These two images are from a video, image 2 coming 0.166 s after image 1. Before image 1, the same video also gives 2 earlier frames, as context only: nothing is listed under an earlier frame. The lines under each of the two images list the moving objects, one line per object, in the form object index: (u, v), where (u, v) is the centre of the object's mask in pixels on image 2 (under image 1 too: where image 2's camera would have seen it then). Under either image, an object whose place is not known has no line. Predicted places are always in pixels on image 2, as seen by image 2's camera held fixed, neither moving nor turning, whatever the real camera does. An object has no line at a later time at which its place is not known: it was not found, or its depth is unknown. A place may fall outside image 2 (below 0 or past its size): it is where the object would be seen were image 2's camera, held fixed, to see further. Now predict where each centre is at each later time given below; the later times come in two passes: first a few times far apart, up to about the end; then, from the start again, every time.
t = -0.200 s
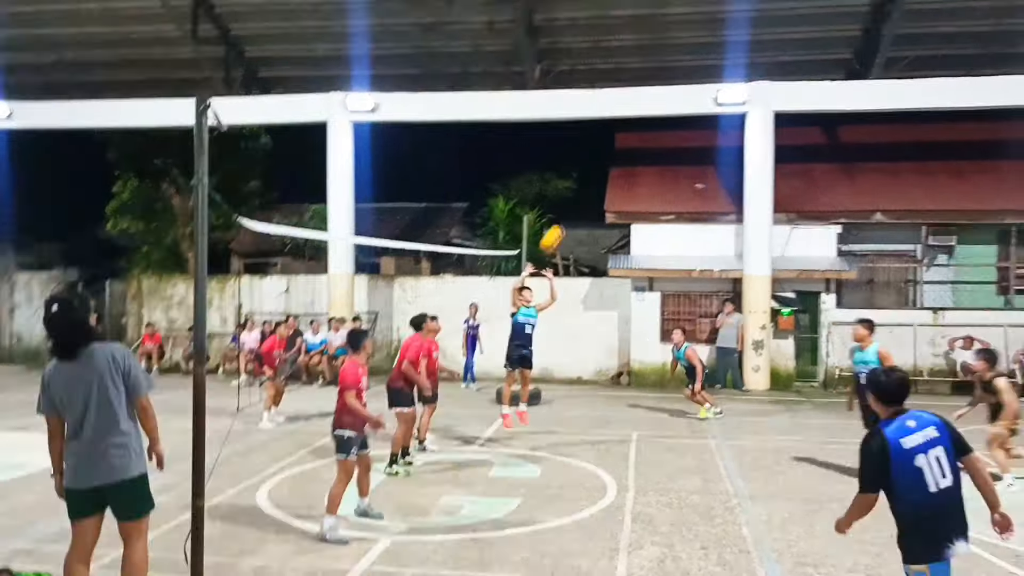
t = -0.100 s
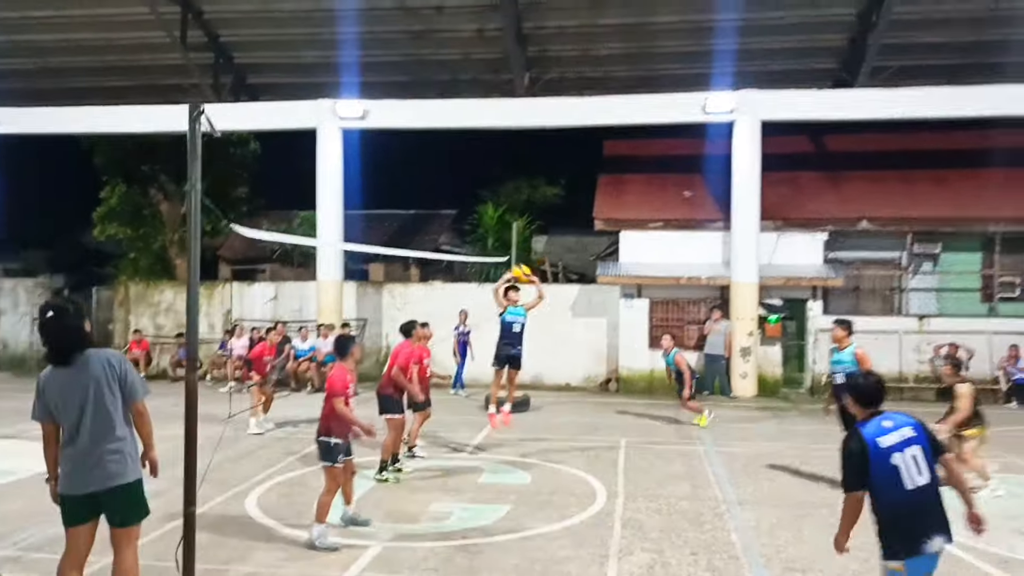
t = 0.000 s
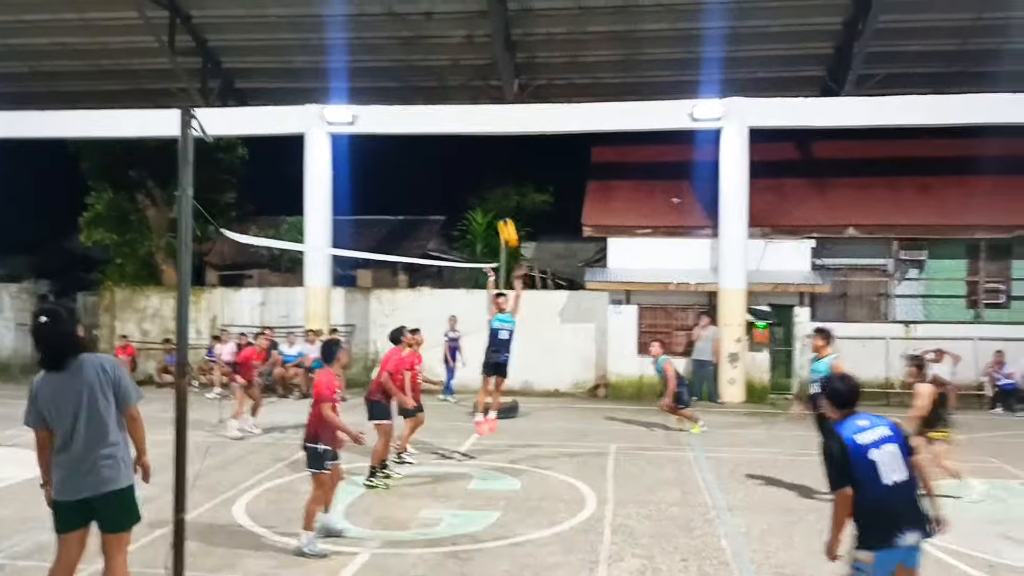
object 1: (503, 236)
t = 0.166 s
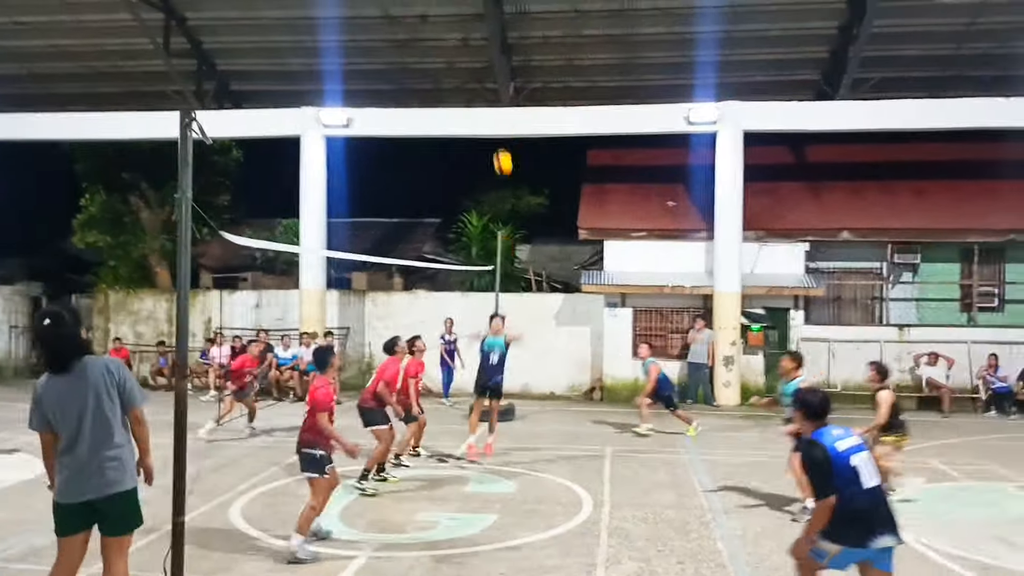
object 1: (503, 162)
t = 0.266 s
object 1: (501, 131)
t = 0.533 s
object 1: (499, 79)
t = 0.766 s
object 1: (497, 84)
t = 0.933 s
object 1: (496, 118)
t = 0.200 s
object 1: (502, 151)
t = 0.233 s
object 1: (501, 141)
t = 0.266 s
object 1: (501, 131)
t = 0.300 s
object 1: (502, 119)
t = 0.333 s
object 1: (503, 108)
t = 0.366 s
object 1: (502, 101)
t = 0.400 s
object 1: (501, 96)
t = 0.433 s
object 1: (501, 91)
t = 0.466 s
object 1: (501, 86)
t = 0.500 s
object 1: (500, 82)
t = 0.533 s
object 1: (499, 79)
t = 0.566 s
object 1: (499, 77)
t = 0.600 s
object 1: (498, 76)
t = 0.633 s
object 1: (498, 76)
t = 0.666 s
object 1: (498, 77)
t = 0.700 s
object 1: (498, 78)
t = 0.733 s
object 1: (497, 80)
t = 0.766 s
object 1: (497, 84)
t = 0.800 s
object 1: (497, 89)
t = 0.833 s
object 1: (496, 94)
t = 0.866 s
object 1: (495, 100)
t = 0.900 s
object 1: (496, 107)
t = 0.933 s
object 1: (496, 118)
